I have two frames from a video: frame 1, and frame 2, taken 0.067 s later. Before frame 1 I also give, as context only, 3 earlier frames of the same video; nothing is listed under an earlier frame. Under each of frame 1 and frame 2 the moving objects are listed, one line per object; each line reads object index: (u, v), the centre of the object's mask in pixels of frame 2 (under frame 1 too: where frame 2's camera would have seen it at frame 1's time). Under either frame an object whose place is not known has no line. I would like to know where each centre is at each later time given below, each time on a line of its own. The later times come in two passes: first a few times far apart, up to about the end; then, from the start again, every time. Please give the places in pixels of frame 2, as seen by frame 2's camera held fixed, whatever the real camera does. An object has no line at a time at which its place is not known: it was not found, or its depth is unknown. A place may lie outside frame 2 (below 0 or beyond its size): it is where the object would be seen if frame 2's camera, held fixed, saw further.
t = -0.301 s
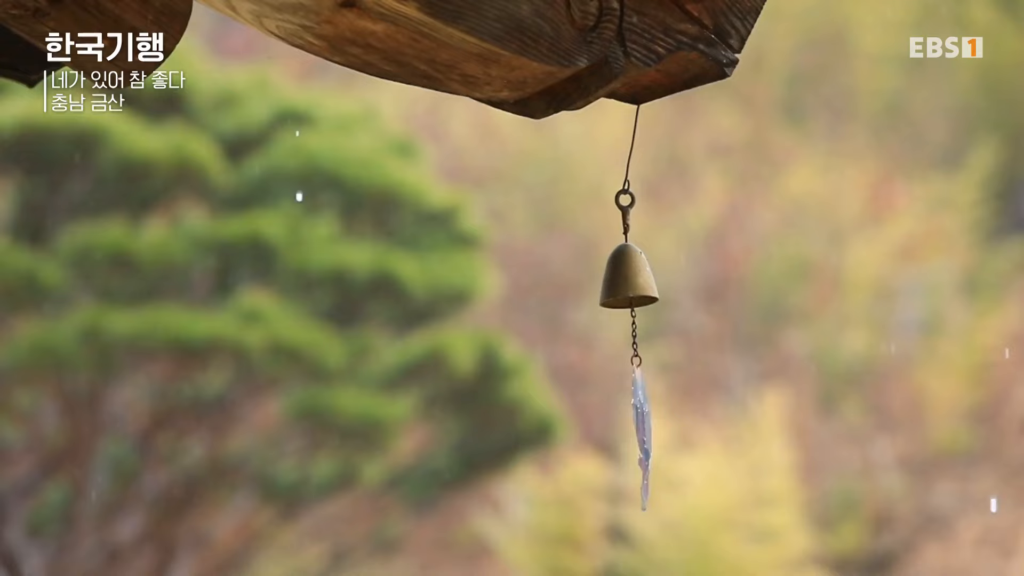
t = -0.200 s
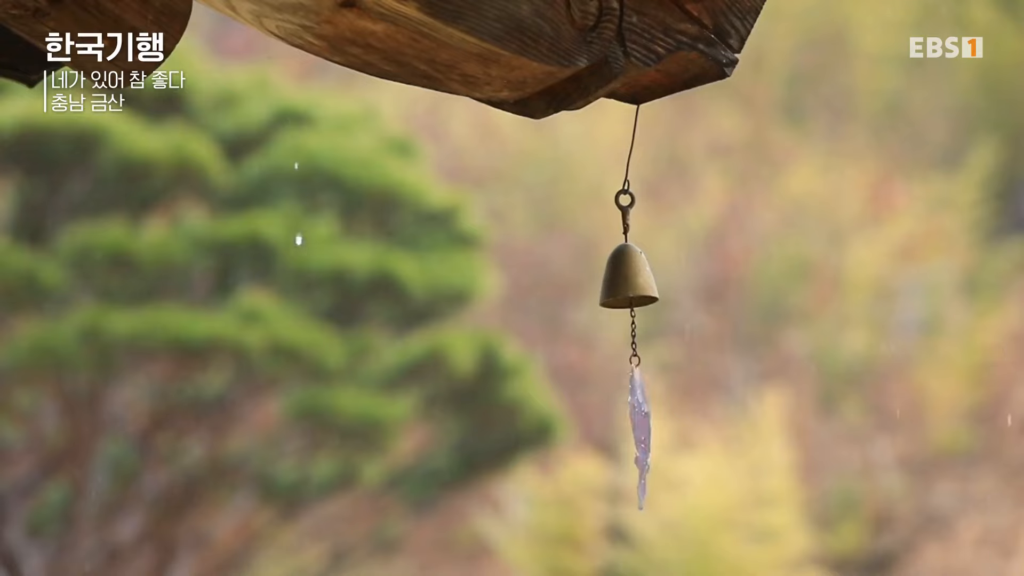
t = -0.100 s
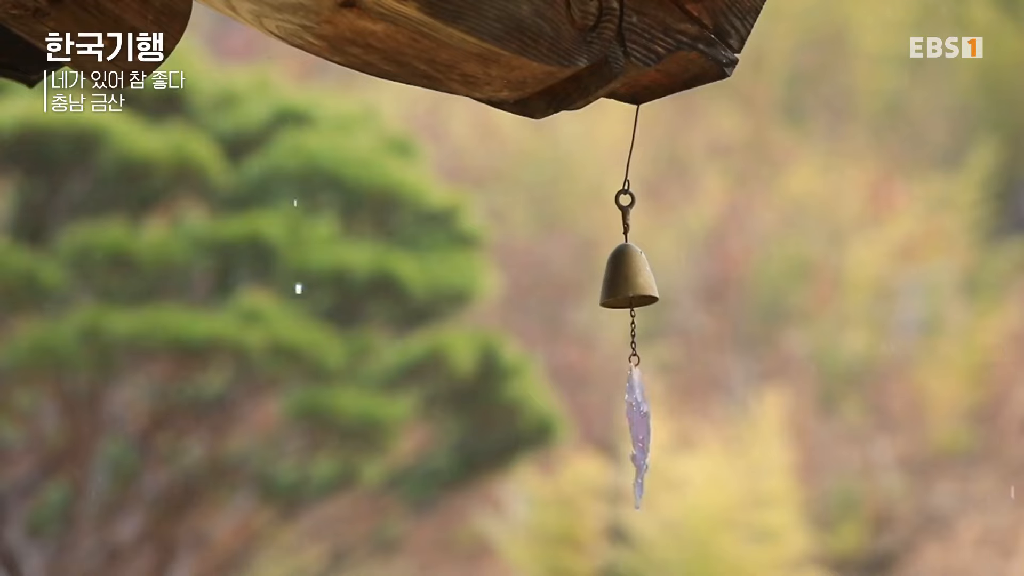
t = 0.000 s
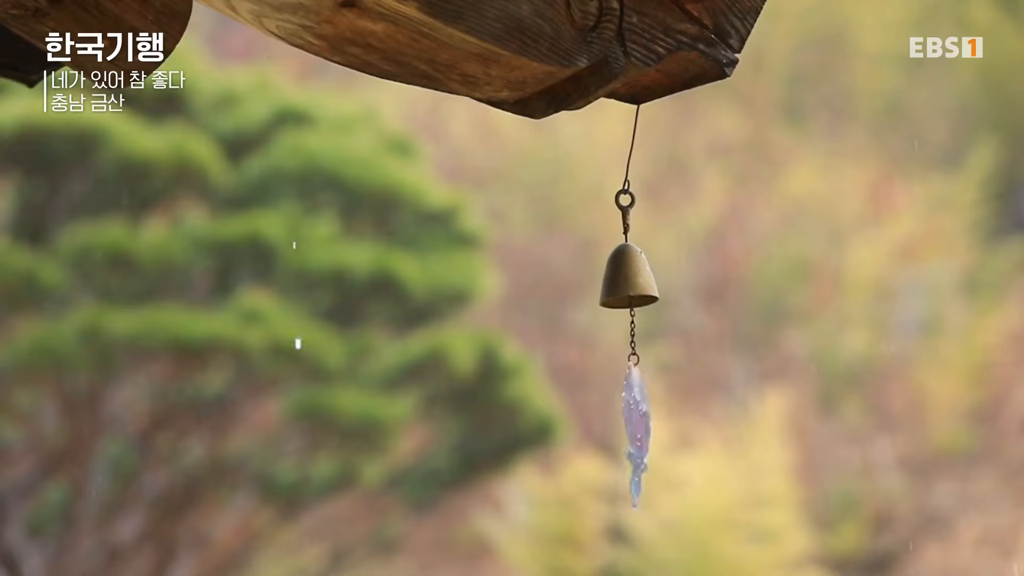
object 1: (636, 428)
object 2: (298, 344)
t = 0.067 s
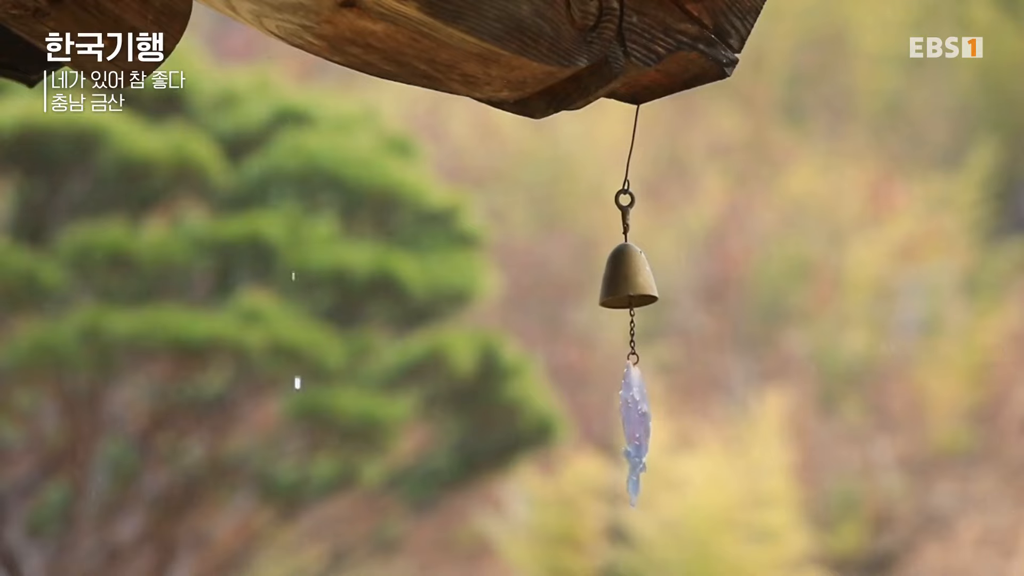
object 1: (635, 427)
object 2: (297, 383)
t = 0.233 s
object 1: (632, 425)
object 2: (297, 494)
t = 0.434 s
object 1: (629, 423)
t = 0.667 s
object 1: (628, 421)
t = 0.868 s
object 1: (628, 420)
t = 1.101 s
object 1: (629, 421)
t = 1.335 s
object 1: (631, 423)
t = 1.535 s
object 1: (634, 425)
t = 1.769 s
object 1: (638, 428)
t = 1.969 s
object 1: (641, 428)
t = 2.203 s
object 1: (645, 429)
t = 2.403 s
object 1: (647, 430)
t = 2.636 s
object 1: (648, 430)
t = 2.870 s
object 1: (646, 429)
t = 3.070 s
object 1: (644, 429)
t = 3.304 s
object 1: (639, 429)
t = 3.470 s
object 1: (634, 428)
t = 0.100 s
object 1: (634, 426)
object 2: (297, 403)
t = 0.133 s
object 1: (634, 426)
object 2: (297, 425)
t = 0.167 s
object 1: (633, 426)
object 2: (297, 447)
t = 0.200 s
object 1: (633, 425)
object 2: (297, 470)
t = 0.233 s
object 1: (632, 425)
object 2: (297, 494)
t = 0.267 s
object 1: (632, 425)
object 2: (296, 518)
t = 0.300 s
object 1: (631, 424)
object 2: (296, 543)
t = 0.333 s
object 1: (630, 424)
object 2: (295, 569)
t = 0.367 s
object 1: (630, 423)
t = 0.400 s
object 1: (630, 423)
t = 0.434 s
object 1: (629, 423)
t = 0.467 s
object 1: (629, 422)
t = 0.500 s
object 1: (629, 422)
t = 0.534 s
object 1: (629, 422)
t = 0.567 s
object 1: (629, 421)
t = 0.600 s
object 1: (628, 421)
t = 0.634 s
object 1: (628, 421)
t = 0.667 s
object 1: (628, 421)
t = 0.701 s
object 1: (628, 420)
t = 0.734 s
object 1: (628, 420)
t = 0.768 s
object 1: (628, 420)
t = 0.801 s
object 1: (628, 420)
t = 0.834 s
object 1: (628, 420)
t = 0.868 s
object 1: (628, 420)
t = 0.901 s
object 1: (628, 420)
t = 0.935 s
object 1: (628, 420)
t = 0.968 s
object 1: (629, 420)
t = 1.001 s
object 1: (629, 420)
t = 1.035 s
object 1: (629, 420)
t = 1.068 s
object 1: (629, 420)
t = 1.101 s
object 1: (629, 421)
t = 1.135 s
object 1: (630, 421)
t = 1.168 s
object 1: (630, 421)
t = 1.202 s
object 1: (630, 422)
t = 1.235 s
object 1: (630, 422)
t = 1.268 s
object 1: (631, 422)
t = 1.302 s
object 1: (631, 423)
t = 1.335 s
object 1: (631, 423)
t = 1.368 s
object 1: (632, 423)
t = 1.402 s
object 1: (632, 424)
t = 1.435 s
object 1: (633, 424)
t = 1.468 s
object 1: (633, 425)
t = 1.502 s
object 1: (633, 425)
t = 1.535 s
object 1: (634, 425)
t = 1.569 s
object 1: (634, 425)
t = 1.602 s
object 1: (635, 426)
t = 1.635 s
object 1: (635, 426)
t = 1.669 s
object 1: (636, 427)
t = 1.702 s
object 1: (637, 427)
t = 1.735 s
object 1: (637, 427)
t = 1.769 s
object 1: (638, 428)
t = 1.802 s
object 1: (638, 428)
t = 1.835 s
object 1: (639, 428)
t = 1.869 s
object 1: (639, 428)
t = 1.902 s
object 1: (640, 428)
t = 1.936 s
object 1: (641, 428)
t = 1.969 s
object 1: (641, 428)
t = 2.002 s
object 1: (642, 429)
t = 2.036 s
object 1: (642, 429)
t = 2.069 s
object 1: (643, 429)
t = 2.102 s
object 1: (643, 429)
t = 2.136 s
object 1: (644, 429)
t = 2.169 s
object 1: (644, 429)
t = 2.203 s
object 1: (645, 429)
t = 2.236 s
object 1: (645, 429)
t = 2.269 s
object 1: (645, 430)
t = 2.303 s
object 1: (646, 430)
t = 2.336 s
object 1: (646, 430)
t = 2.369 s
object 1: (647, 430)
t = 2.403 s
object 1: (647, 430)
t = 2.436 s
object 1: (647, 430)
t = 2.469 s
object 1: (647, 430)
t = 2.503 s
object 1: (647, 430)
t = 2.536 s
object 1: (648, 430)
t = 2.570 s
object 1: (648, 430)
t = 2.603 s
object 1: (648, 430)
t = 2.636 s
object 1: (648, 430)
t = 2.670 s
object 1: (648, 430)
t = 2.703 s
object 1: (648, 430)
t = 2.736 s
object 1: (648, 430)
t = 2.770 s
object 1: (647, 430)
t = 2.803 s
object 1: (647, 430)
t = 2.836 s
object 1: (647, 430)
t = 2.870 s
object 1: (646, 429)
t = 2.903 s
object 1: (646, 430)
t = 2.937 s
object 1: (646, 430)
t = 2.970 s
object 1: (645, 430)
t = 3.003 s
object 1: (645, 429)
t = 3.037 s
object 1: (645, 429)
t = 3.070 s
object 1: (644, 429)
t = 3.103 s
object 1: (643, 429)
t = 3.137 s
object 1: (643, 429)
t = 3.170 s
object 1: (642, 429)
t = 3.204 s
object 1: (641, 429)
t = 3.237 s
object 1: (641, 429)
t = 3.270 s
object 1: (640, 429)
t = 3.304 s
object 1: (639, 429)
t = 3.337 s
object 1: (638, 428)
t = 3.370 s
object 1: (637, 428)
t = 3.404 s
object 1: (636, 428)
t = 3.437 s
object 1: (635, 428)
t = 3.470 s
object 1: (634, 428)
